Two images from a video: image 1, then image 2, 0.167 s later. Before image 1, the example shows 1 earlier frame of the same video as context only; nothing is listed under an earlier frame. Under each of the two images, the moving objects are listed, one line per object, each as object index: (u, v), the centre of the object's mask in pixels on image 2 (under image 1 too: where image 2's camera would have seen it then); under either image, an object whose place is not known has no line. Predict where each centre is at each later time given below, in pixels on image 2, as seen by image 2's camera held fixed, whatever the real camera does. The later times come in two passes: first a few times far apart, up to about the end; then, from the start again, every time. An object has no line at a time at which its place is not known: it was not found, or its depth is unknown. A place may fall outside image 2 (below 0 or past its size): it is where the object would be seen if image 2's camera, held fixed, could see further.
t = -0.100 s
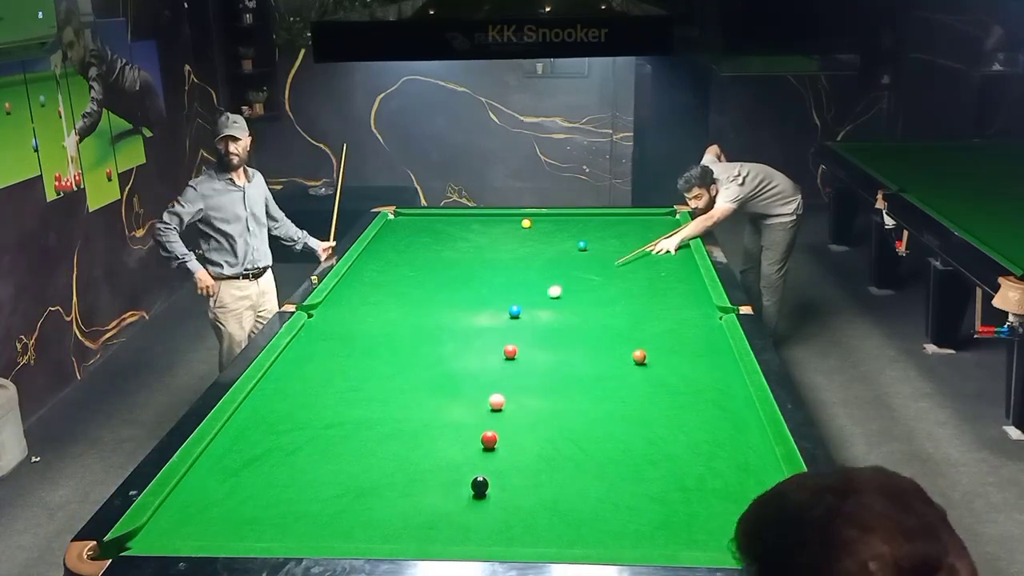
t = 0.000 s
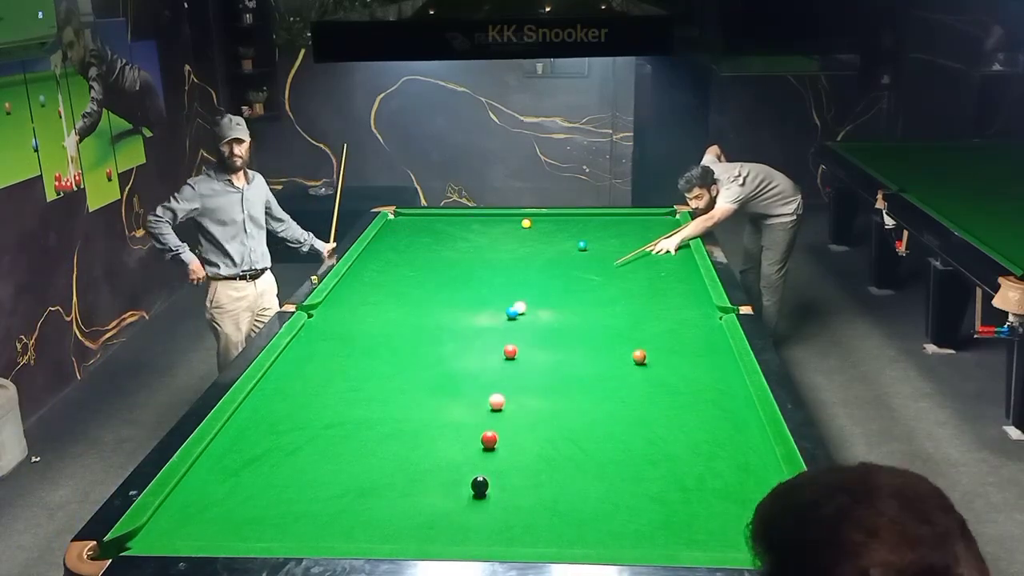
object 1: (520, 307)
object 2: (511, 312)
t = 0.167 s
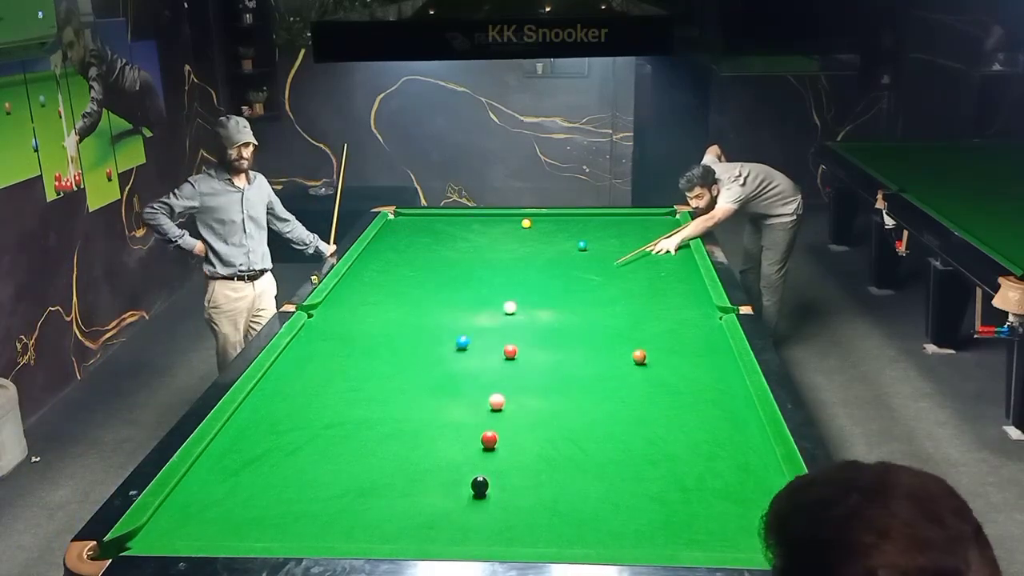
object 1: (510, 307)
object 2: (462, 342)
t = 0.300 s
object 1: (502, 307)
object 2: (423, 366)
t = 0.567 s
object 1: (489, 307)
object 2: (337, 417)
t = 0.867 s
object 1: (476, 307)
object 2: (214, 491)
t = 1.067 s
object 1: (469, 307)
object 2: (108, 555)
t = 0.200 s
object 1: (508, 307)
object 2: (452, 349)
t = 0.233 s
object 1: (506, 307)
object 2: (442, 354)
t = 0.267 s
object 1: (504, 307)
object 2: (434, 360)
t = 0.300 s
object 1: (502, 307)
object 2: (423, 366)
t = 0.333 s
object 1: (500, 307)
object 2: (414, 372)
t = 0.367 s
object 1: (499, 307)
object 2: (404, 377)
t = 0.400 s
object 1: (497, 307)
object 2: (394, 384)
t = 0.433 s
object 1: (496, 307)
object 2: (383, 390)
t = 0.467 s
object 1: (494, 307)
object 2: (372, 397)
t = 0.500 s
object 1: (493, 307)
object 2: (361, 403)
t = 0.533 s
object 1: (491, 307)
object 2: (350, 410)
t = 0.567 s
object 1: (489, 307)
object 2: (337, 417)
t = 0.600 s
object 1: (488, 307)
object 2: (326, 424)
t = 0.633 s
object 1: (486, 307)
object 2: (313, 432)
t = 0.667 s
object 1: (485, 307)
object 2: (300, 439)
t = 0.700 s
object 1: (483, 307)
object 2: (287, 447)
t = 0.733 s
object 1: (482, 307)
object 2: (273, 455)
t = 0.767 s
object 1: (480, 307)
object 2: (259, 464)
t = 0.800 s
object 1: (479, 307)
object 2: (244, 473)
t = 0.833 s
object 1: (478, 307)
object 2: (229, 482)
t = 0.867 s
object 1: (476, 307)
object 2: (214, 491)
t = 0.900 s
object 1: (475, 307)
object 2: (197, 502)
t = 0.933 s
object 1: (474, 307)
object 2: (181, 511)
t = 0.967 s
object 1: (473, 307)
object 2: (163, 522)
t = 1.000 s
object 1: (471, 307)
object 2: (145, 532)
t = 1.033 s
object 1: (470, 307)
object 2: (127, 542)
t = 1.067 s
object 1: (469, 307)
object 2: (108, 555)
